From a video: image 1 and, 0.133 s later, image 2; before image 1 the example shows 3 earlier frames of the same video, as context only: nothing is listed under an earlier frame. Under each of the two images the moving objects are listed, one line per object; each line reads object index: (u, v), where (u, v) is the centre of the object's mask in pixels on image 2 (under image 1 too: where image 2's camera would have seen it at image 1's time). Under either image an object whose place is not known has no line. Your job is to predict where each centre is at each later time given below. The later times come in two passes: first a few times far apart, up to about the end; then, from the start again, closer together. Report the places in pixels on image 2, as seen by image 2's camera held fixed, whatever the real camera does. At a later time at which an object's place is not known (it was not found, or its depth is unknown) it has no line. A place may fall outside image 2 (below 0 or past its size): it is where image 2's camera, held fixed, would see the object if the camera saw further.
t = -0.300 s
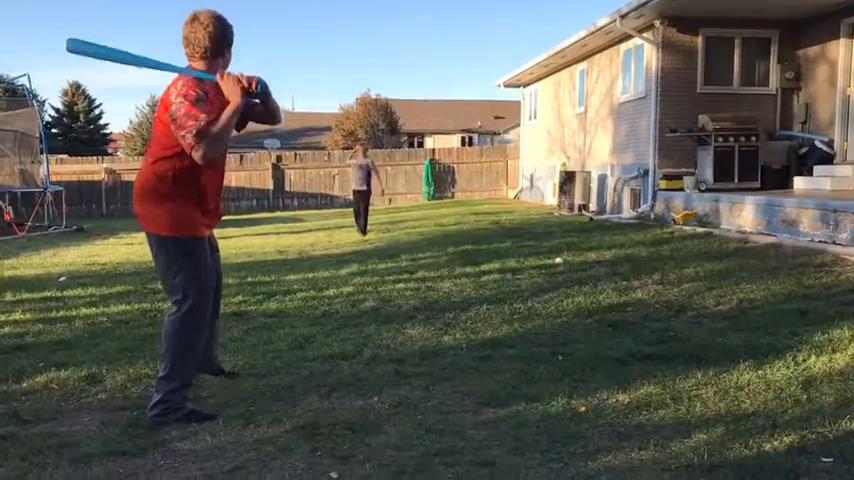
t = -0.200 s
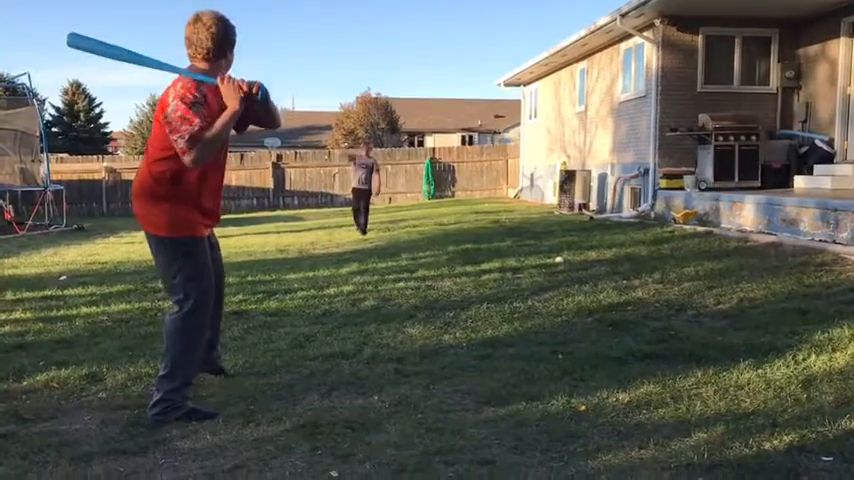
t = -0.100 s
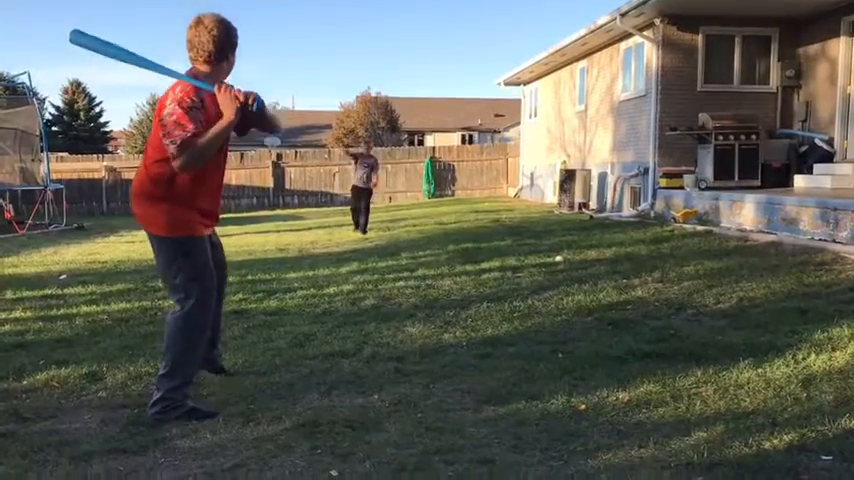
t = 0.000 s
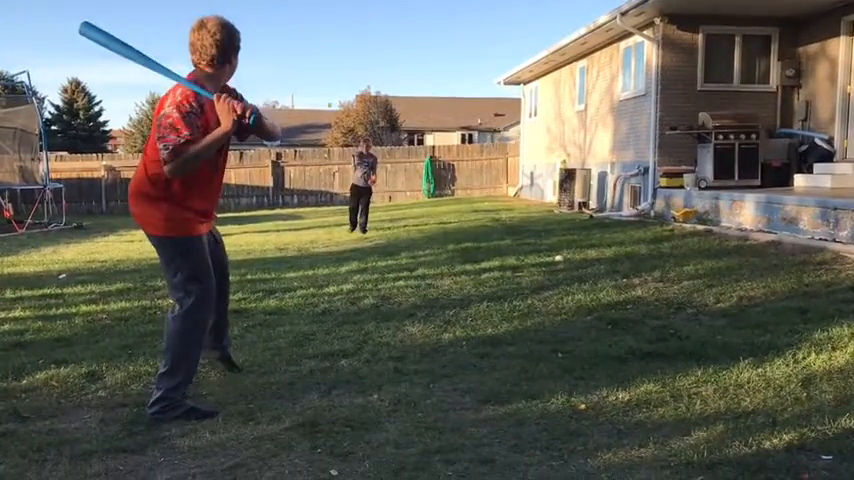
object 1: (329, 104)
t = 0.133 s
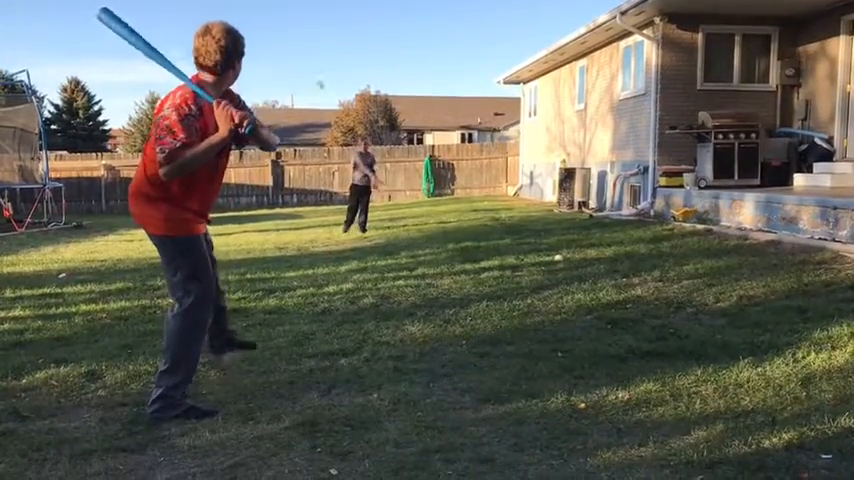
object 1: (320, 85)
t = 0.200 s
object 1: (318, 79)
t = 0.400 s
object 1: (298, 83)
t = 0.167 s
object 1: (321, 85)
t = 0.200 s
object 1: (318, 79)
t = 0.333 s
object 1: (305, 78)
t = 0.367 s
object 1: (302, 81)
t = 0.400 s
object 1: (298, 83)
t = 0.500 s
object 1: (285, 105)
